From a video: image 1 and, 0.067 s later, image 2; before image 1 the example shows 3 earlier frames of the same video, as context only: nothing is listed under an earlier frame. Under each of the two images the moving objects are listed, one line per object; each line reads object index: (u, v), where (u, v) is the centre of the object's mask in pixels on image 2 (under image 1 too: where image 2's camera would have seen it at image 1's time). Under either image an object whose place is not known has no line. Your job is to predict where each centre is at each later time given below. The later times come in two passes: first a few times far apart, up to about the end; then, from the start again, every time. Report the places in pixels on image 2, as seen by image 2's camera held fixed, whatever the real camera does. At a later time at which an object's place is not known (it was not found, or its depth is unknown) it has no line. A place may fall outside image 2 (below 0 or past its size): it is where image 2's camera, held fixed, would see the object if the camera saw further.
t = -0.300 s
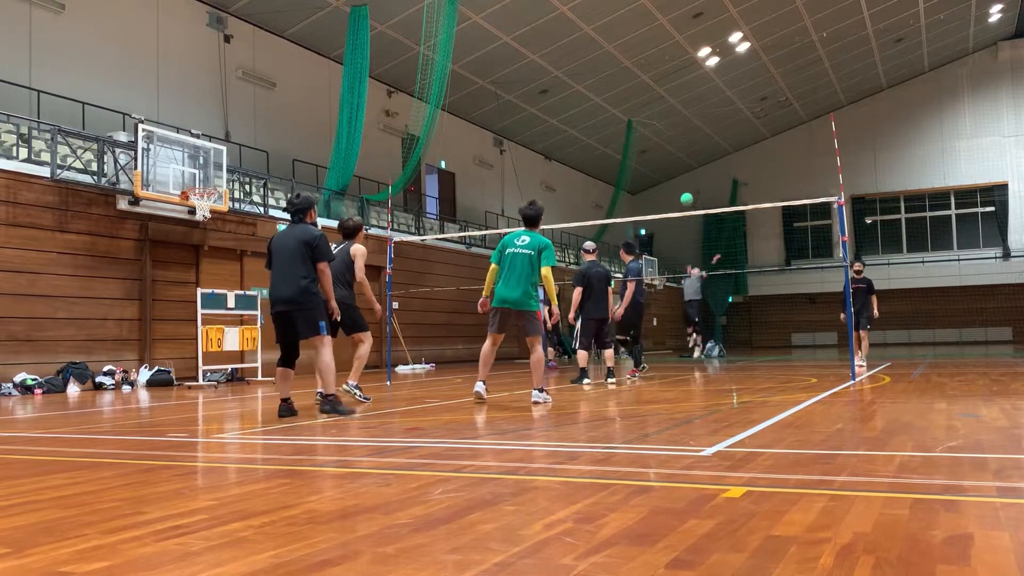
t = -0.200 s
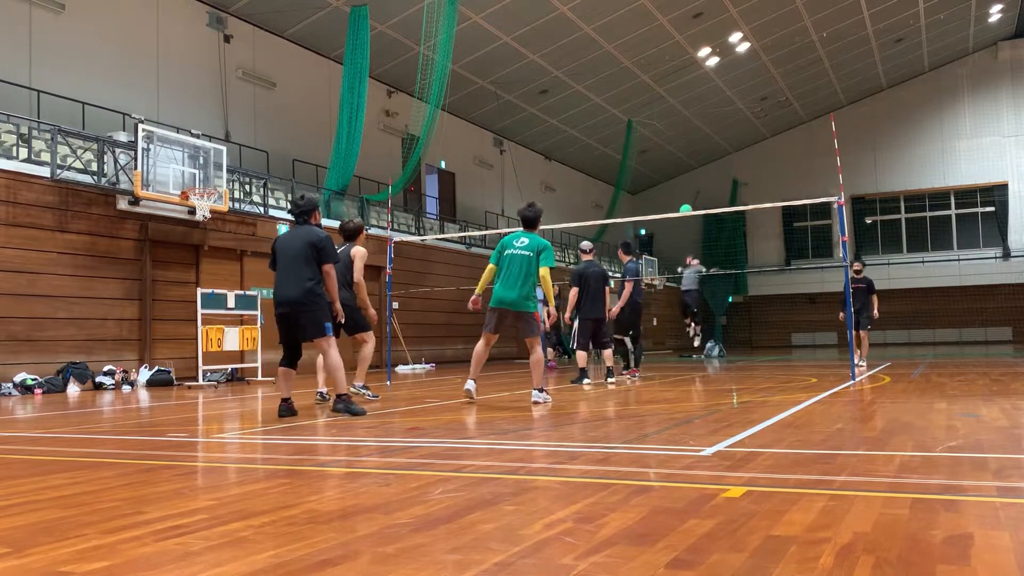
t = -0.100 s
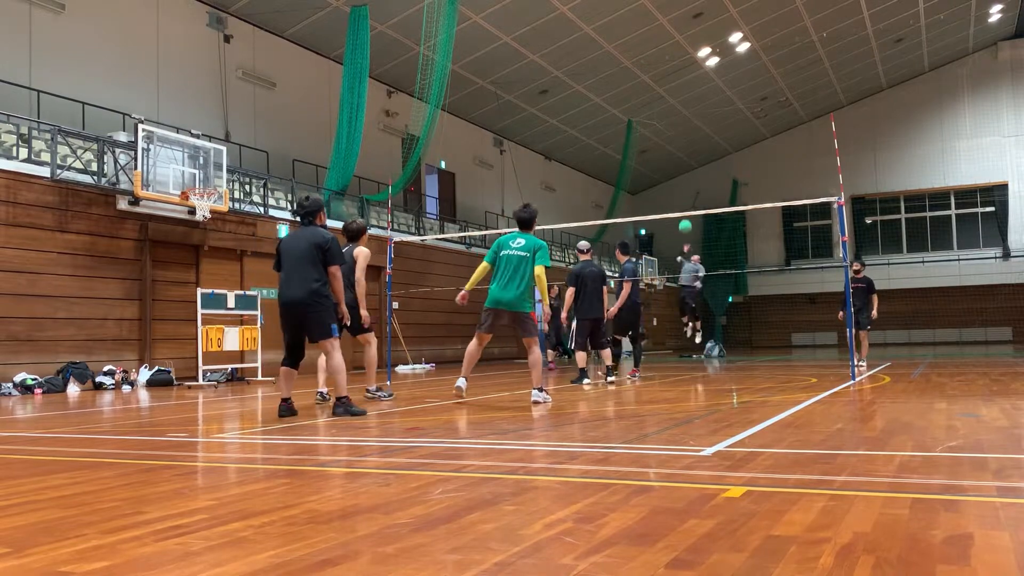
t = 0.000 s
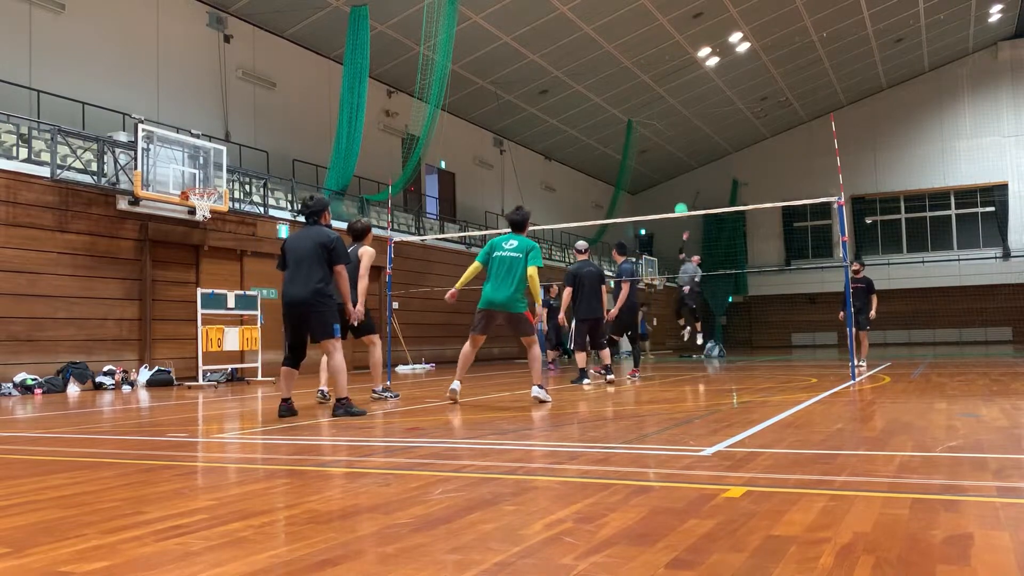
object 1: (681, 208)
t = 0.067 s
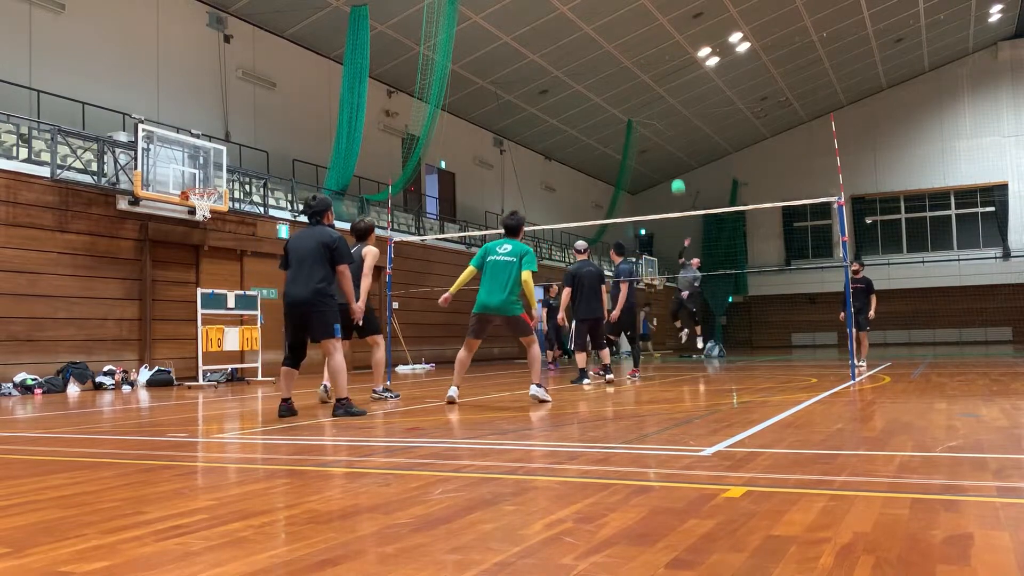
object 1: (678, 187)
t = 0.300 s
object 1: (668, 123)
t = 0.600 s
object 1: (659, 88)
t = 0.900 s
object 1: (653, 117)
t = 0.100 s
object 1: (676, 176)
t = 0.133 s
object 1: (675, 166)
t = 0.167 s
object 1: (673, 156)
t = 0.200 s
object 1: (672, 147)
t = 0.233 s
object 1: (671, 138)
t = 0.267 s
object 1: (669, 130)
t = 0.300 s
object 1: (668, 123)
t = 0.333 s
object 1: (667, 116)
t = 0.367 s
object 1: (666, 110)
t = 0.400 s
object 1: (665, 103)
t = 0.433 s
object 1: (664, 99)
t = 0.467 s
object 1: (663, 95)
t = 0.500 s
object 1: (662, 92)
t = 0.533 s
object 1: (661, 90)
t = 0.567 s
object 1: (660, 88)
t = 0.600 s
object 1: (659, 88)
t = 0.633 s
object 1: (658, 87)
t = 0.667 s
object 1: (658, 88)
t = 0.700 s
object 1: (657, 89)
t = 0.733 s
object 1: (656, 92)
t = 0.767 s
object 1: (655, 95)
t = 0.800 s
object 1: (655, 99)
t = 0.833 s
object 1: (654, 104)
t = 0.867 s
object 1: (654, 110)
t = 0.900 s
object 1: (653, 117)
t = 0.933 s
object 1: (653, 126)
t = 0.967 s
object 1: (652, 135)
